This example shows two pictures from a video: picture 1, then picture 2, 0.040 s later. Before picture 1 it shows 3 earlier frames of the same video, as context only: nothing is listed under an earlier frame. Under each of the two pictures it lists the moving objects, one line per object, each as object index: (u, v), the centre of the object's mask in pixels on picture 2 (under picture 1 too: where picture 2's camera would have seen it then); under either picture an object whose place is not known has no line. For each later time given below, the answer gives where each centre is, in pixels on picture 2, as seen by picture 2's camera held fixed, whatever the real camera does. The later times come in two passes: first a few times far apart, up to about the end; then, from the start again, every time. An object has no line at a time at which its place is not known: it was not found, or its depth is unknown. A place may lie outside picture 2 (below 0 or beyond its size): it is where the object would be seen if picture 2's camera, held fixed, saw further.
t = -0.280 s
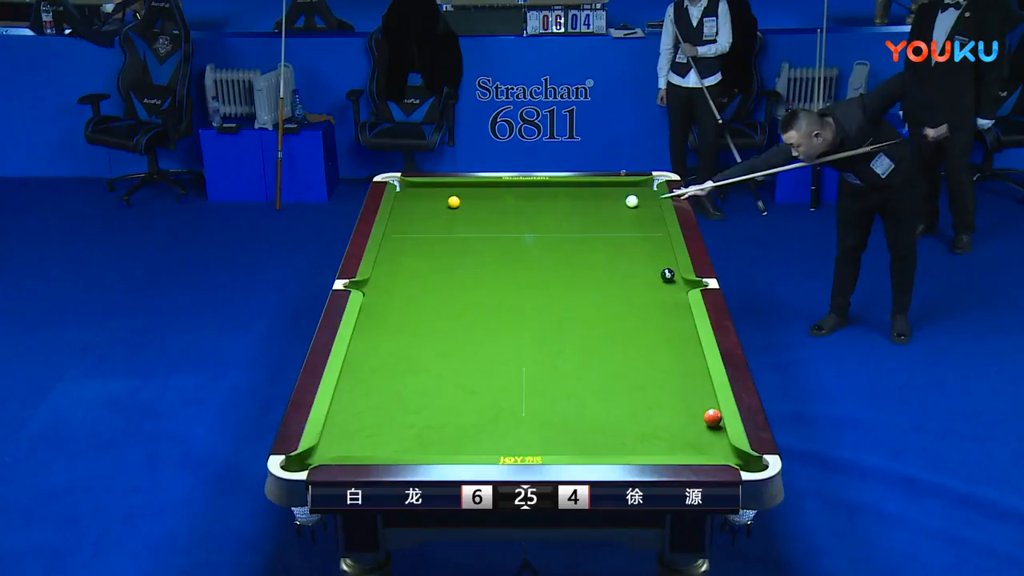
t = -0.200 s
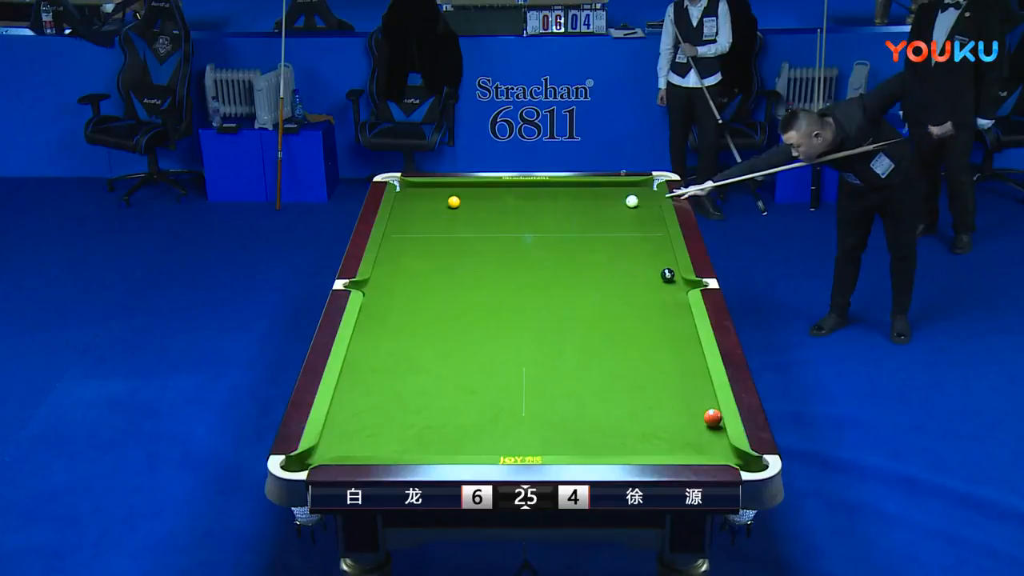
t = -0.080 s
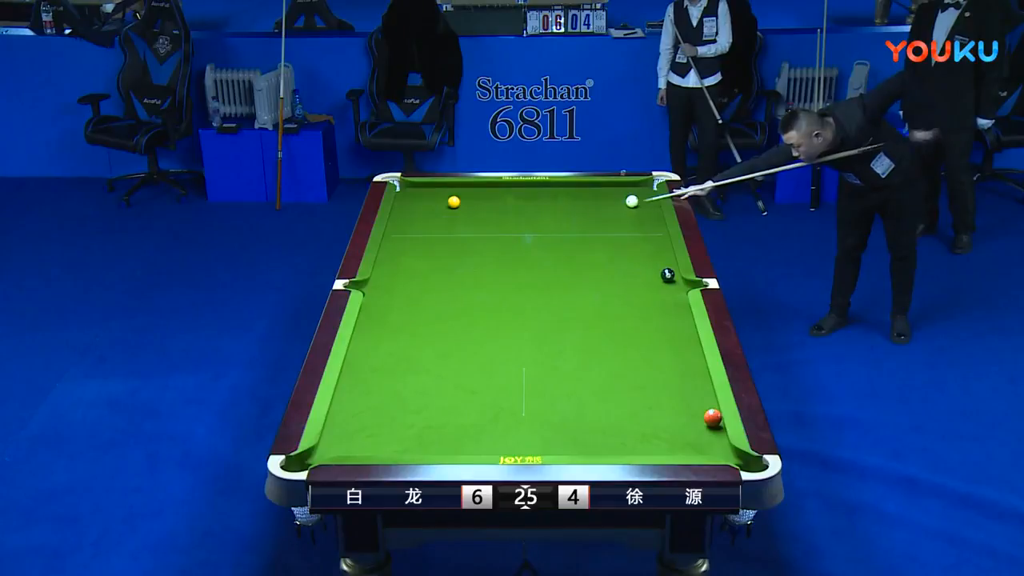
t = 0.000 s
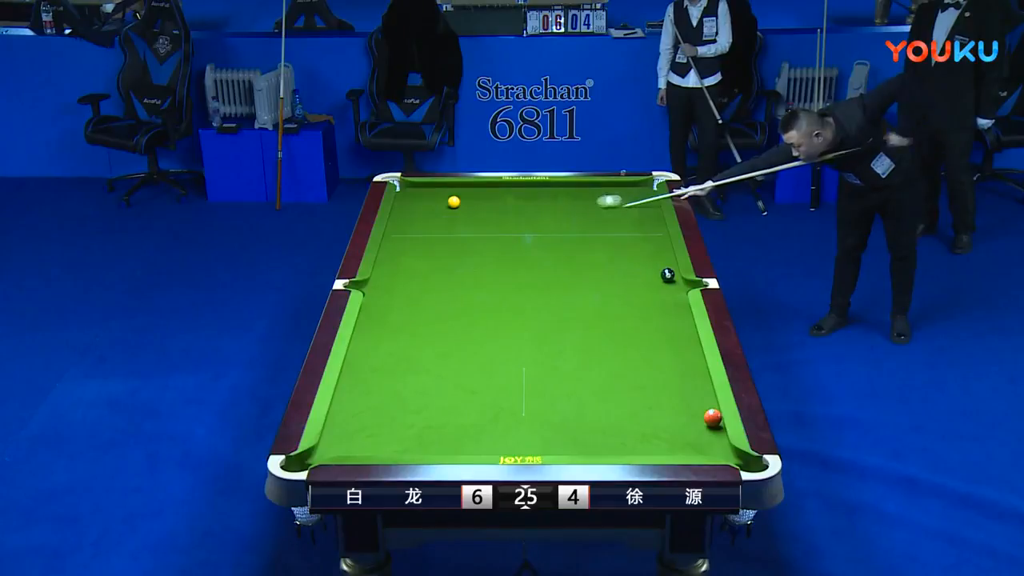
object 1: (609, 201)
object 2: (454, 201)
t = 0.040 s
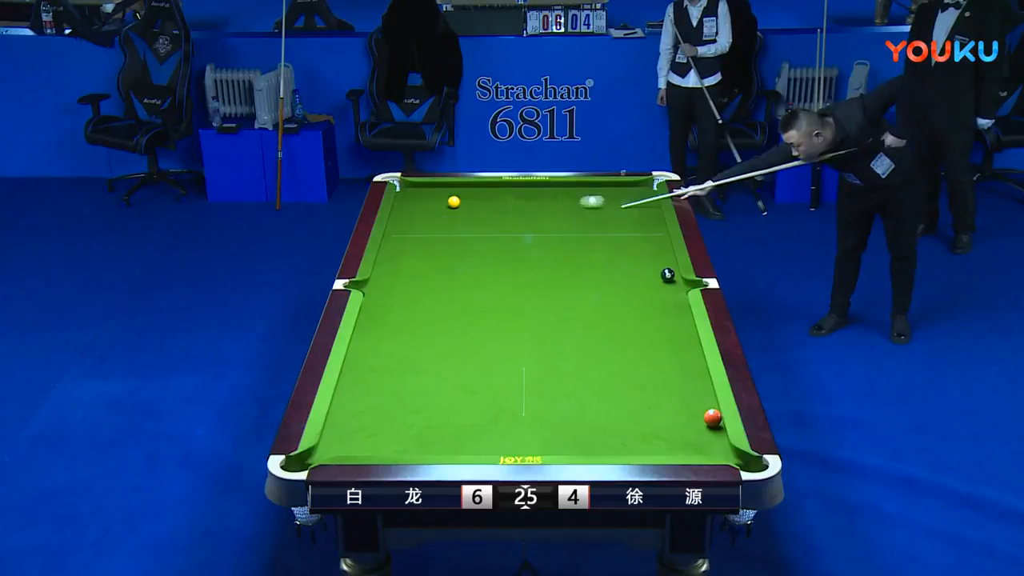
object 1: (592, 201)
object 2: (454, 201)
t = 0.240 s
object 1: (515, 203)
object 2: (454, 201)
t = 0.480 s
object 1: (453, 208)
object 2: (445, 199)
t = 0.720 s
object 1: (421, 217)
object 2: (424, 193)
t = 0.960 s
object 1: (393, 226)
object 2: (406, 189)
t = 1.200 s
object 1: (411, 235)
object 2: (405, 184)
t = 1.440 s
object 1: (429, 245)
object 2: (401, 185)
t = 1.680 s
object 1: (447, 254)
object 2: (404, 184)
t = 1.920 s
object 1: (464, 263)
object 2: (405, 184)
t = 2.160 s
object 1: (482, 272)
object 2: (405, 184)
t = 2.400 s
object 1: (500, 281)
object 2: (405, 184)
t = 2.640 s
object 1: (518, 290)
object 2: (405, 184)
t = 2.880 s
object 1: (536, 299)
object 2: (405, 184)
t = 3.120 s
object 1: (554, 308)
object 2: (405, 184)
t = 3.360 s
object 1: (571, 316)
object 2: (405, 184)
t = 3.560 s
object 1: (585, 323)
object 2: (405, 184)
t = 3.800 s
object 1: (602, 331)
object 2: (405, 184)
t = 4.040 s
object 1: (618, 339)
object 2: (405, 184)
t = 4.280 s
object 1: (634, 346)
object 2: (405, 184)
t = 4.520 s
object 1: (649, 353)
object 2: (405, 184)
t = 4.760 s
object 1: (663, 360)
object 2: (405, 184)
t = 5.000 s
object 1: (677, 367)
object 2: (405, 184)
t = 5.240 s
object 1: (690, 373)
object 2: (405, 184)
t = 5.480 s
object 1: (702, 379)
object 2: (405, 184)
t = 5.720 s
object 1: (698, 383)
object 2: (405, 184)
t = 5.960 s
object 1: (694, 387)
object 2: (405, 184)
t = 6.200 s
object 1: (691, 389)
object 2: (405, 184)
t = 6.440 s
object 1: (688, 391)
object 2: (405, 184)
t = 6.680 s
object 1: (685, 393)
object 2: (405, 184)
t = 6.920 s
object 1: (684, 394)
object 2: (405, 184)
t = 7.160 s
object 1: (682, 395)
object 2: (405, 184)
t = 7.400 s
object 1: (682, 395)
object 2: (405, 184)
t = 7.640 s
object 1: (683, 395)
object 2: (405, 184)
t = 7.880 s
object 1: (683, 394)
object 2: (405, 184)
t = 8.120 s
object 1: (683, 395)
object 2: (405, 184)
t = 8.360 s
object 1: (683, 395)
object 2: (405, 184)
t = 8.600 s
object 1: (683, 395)
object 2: (405, 184)
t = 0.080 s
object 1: (575, 202)
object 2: (454, 201)
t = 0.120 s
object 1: (559, 202)
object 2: (454, 201)
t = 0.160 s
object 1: (543, 203)
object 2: (454, 201)
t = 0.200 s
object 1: (529, 203)
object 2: (454, 201)
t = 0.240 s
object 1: (515, 203)
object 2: (454, 201)
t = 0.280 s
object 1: (501, 203)
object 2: (454, 201)
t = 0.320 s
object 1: (489, 204)
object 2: (454, 201)
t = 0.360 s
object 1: (477, 204)
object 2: (454, 201)
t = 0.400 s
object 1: (467, 205)
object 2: (454, 201)
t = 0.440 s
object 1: (459, 206)
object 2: (449, 200)
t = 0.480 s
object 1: (453, 208)
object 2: (445, 199)
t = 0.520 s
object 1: (448, 209)
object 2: (441, 198)
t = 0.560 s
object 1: (442, 211)
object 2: (437, 197)
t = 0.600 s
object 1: (437, 212)
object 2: (434, 196)
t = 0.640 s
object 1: (431, 214)
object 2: (431, 195)
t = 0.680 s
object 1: (426, 215)
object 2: (428, 194)
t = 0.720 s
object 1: (421, 217)
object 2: (424, 193)
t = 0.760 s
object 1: (415, 218)
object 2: (421, 193)
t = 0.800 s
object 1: (410, 220)
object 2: (418, 192)
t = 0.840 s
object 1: (404, 222)
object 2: (415, 191)
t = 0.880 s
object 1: (399, 223)
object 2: (412, 190)
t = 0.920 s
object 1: (394, 225)
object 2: (409, 189)
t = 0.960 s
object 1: (393, 226)
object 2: (406, 189)
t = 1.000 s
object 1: (397, 228)
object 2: (403, 188)
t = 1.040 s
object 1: (399, 229)
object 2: (403, 187)
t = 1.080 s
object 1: (403, 231)
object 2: (404, 186)
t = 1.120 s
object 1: (405, 233)
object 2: (405, 185)
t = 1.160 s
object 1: (408, 234)
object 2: (405, 184)
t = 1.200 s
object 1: (411, 235)
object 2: (405, 184)
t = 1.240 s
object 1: (414, 237)
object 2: (404, 184)
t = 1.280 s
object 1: (417, 238)
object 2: (403, 184)
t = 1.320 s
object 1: (420, 240)
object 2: (402, 185)
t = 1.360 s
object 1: (423, 242)
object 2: (401, 185)
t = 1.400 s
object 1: (426, 243)
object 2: (401, 185)
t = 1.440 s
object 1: (429, 245)
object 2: (401, 185)
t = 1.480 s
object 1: (432, 246)
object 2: (402, 185)
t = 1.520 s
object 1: (435, 248)
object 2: (402, 184)
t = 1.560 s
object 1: (438, 249)
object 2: (403, 184)
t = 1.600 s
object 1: (441, 251)
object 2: (403, 184)
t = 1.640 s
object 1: (444, 252)
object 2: (403, 184)
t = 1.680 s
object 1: (447, 254)
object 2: (404, 184)
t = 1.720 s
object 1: (449, 255)
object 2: (404, 184)
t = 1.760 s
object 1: (452, 257)
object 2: (405, 184)
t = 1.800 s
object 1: (455, 259)
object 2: (405, 184)
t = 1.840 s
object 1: (458, 260)
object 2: (405, 184)
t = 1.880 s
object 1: (461, 261)
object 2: (405, 184)
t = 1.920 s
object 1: (464, 263)
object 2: (405, 184)
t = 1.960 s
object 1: (467, 265)
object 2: (405, 184)
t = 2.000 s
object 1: (471, 266)
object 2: (405, 184)
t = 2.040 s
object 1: (473, 268)
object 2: (405, 184)
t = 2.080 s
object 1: (476, 269)
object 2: (405, 184)
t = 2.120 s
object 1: (479, 271)
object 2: (405, 184)
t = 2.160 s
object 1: (482, 272)
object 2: (405, 184)
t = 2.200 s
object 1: (485, 274)
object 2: (405, 184)
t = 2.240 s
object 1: (489, 275)
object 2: (405, 184)
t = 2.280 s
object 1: (491, 277)
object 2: (405, 184)
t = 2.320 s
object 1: (494, 278)
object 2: (405, 184)
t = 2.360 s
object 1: (497, 280)
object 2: (405, 184)
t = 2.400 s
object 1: (500, 281)
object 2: (405, 184)
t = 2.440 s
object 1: (504, 283)
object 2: (405, 184)
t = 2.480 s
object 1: (507, 284)
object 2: (405, 184)
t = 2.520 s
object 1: (509, 286)
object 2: (405, 184)
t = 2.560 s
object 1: (513, 287)
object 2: (405, 184)
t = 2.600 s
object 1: (515, 289)
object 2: (405, 184)
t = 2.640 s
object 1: (518, 290)
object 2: (405, 184)
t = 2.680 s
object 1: (521, 292)
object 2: (405, 184)
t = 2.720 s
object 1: (524, 293)
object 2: (405, 184)
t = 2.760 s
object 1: (527, 295)
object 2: (405, 184)
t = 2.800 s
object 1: (530, 296)
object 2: (405, 184)
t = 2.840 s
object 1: (533, 298)
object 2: (405, 184)
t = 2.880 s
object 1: (536, 299)
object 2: (405, 184)
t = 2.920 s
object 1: (539, 301)
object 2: (405, 184)
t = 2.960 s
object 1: (542, 302)
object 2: (405, 184)
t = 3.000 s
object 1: (545, 303)
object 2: (405, 184)
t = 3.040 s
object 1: (548, 305)
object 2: (405, 184)
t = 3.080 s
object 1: (551, 306)
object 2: (405, 184)
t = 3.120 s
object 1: (554, 308)
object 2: (405, 184)
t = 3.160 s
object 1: (557, 309)
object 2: (405, 184)
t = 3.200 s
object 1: (560, 311)
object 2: (405, 184)
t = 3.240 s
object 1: (563, 312)
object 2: (405, 184)
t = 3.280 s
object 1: (566, 314)
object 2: (405, 184)
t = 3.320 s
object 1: (568, 315)
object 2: (405, 184)
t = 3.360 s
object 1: (571, 316)
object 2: (405, 184)
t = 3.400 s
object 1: (574, 318)
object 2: (405, 184)
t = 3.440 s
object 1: (577, 319)
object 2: (405, 184)
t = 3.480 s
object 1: (580, 321)
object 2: (405, 184)
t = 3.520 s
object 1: (583, 322)
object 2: (405, 184)
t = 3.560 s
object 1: (585, 323)
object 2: (405, 184)
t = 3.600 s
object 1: (588, 325)
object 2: (405, 184)
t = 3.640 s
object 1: (591, 326)
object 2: (405, 184)
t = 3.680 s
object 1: (594, 327)
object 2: (405, 184)
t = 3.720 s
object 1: (597, 329)
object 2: (405, 184)
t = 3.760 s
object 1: (599, 330)
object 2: (405, 184)
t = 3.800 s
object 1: (602, 331)
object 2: (405, 184)
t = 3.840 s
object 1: (605, 333)
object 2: (405, 184)
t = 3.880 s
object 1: (607, 334)
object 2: (405, 184)
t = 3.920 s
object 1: (610, 335)
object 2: (405, 184)
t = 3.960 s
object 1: (613, 336)
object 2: (405, 184)
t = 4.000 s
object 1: (615, 338)
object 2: (405, 184)
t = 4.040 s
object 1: (618, 339)
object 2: (405, 184)
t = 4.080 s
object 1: (621, 340)
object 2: (405, 184)
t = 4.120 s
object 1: (623, 341)
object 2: (405, 184)
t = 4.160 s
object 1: (626, 343)
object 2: (405, 184)
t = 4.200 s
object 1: (629, 344)
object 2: (405, 184)
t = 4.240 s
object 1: (631, 345)
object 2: (405, 184)
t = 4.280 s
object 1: (634, 346)
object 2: (405, 184)
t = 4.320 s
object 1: (636, 348)
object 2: (405, 184)
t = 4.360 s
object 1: (639, 349)
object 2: (405, 184)
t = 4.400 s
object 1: (641, 350)
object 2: (405, 184)
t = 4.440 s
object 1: (644, 351)
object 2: (405, 184)
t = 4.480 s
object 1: (646, 352)
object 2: (405, 184)
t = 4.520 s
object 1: (649, 353)
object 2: (405, 184)
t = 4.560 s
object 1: (651, 355)
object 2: (405, 184)
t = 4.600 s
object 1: (654, 356)
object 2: (405, 184)
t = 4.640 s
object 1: (656, 357)
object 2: (405, 184)
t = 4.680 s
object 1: (659, 358)
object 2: (405, 184)
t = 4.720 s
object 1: (661, 359)
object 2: (405, 184)
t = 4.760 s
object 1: (663, 360)
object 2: (405, 184)
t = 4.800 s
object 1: (666, 361)
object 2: (405, 184)
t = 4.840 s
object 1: (668, 362)
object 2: (405, 184)
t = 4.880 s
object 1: (670, 364)
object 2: (405, 184)
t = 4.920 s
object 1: (673, 365)
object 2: (405, 184)
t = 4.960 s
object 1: (675, 366)
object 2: (405, 184)
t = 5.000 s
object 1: (677, 367)
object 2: (405, 184)
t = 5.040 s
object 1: (679, 368)
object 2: (405, 184)
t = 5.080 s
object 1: (681, 369)
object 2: (405, 184)
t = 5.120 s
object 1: (683, 370)
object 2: (405, 184)
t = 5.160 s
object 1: (686, 371)
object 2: (405, 184)
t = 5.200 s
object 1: (688, 372)
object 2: (405, 184)
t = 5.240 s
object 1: (690, 373)
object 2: (405, 184)
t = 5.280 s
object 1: (692, 374)
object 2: (405, 184)
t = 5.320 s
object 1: (694, 375)
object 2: (405, 184)
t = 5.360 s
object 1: (696, 376)
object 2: (405, 184)
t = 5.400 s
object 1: (698, 377)
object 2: (405, 184)
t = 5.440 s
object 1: (700, 378)
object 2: (405, 184)
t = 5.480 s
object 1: (702, 379)
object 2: (405, 184)
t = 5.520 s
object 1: (702, 380)
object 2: (405, 184)
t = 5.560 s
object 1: (701, 380)
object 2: (405, 184)
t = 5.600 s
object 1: (701, 381)
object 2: (405, 184)
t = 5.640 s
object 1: (700, 382)
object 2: (405, 184)
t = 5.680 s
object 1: (699, 383)
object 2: (405, 184)
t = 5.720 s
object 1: (698, 383)
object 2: (405, 184)
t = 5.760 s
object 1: (697, 384)
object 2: (405, 184)
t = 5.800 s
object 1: (697, 384)
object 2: (405, 184)
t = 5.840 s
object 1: (696, 385)
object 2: (405, 184)
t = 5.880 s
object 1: (696, 385)
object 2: (405, 184)
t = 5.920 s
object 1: (695, 386)
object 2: (405, 184)
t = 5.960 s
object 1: (694, 387)
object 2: (405, 184)
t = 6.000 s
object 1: (694, 387)
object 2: (405, 184)
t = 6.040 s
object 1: (693, 387)
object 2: (405, 184)
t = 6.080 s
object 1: (693, 388)
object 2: (405, 184)
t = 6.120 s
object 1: (692, 388)
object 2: (405, 184)
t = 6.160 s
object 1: (692, 389)
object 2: (405, 184)
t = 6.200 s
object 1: (691, 389)
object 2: (405, 184)
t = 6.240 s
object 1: (691, 390)
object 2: (405, 184)
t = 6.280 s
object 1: (690, 390)
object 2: (405, 184)
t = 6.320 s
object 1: (690, 390)
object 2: (405, 184)
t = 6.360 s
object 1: (689, 391)
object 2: (405, 184)
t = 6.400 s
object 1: (689, 391)
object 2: (405, 184)
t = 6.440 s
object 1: (688, 391)
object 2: (405, 184)
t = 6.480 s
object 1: (688, 391)
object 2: (405, 184)
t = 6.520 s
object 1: (687, 392)
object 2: (405, 184)
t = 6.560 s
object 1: (687, 392)
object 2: (405, 184)
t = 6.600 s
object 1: (686, 393)
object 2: (405, 184)
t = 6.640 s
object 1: (686, 393)
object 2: (405, 184)
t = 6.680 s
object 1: (685, 393)
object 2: (405, 184)
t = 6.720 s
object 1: (685, 393)
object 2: (405, 184)
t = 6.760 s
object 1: (685, 393)
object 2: (405, 184)
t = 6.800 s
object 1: (685, 394)
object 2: (405, 184)
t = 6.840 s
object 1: (684, 394)
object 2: (405, 184)
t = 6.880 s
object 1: (684, 394)
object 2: (405, 184)
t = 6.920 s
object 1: (684, 394)
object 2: (405, 184)
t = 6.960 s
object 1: (683, 394)
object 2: (405, 184)
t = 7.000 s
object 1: (683, 394)
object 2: (405, 184)
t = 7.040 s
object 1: (683, 395)
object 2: (405, 184)
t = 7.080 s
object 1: (683, 395)
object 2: (405, 184)
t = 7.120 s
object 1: (682, 395)
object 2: (405, 184)
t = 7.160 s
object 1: (682, 395)
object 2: (405, 184)
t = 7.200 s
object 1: (682, 395)
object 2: (405, 184)
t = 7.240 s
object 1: (682, 395)
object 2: (405, 184)
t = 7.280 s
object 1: (682, 395)
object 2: (405, 184)
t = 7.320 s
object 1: (682, 395)
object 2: (405, 184)
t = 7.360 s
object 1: (682, 395)
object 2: (405, 184)
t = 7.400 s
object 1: (682, 395)
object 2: (405, 184)
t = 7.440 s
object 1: (682, 395)
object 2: (405, 184)
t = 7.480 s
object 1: (682, 395)
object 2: (405, 184)
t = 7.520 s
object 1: (683, 395)
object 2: (405, 184)
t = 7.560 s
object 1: (683, 395)
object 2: (405, 184)
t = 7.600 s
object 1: (683, 395)
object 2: (405, 184)
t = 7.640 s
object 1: (683, 395)
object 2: (405, 184)
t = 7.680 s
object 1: (683, 394)
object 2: (405, 184)
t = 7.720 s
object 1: (683, 394)
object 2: (405, 184)
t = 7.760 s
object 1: (683, 394)
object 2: (405, 184)
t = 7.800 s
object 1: (683, 394)
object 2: (405, 184)
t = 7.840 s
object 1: (683, 394)
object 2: (405, 184)
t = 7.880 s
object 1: (683, 394)
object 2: (405, 184)
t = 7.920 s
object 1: (683, 394)
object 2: (405, 184)
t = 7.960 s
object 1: (683, 394)
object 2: (405, 184)
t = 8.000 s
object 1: (683, 394)
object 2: (405, 184)
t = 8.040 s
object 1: (683, 394)
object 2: (405, 184)
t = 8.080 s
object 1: (683, 395)
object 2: (405, 184)
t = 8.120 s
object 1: (683, 395)
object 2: (405, 184)
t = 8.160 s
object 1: (683, 395)
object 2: (405, 184)
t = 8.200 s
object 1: (683, 395)
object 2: (405, 184)
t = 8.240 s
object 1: (683, 395)
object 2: (405, 184)
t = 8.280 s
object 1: (683, 395)
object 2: (405, 184)
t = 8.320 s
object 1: (683, 395)
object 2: (405, 184)
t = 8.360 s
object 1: (683, 395)
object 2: (405, 184)
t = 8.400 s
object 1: (683, 395)
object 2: (405, 184)
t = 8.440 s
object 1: (683, 395)
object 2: (405, 184)
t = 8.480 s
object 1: (683, 395)
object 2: (405, 184)
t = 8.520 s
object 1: (683, 395)
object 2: (405, 184)
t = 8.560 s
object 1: (683, 395)
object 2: (405, 184)
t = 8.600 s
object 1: (683, 395)
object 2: (405, 184)
